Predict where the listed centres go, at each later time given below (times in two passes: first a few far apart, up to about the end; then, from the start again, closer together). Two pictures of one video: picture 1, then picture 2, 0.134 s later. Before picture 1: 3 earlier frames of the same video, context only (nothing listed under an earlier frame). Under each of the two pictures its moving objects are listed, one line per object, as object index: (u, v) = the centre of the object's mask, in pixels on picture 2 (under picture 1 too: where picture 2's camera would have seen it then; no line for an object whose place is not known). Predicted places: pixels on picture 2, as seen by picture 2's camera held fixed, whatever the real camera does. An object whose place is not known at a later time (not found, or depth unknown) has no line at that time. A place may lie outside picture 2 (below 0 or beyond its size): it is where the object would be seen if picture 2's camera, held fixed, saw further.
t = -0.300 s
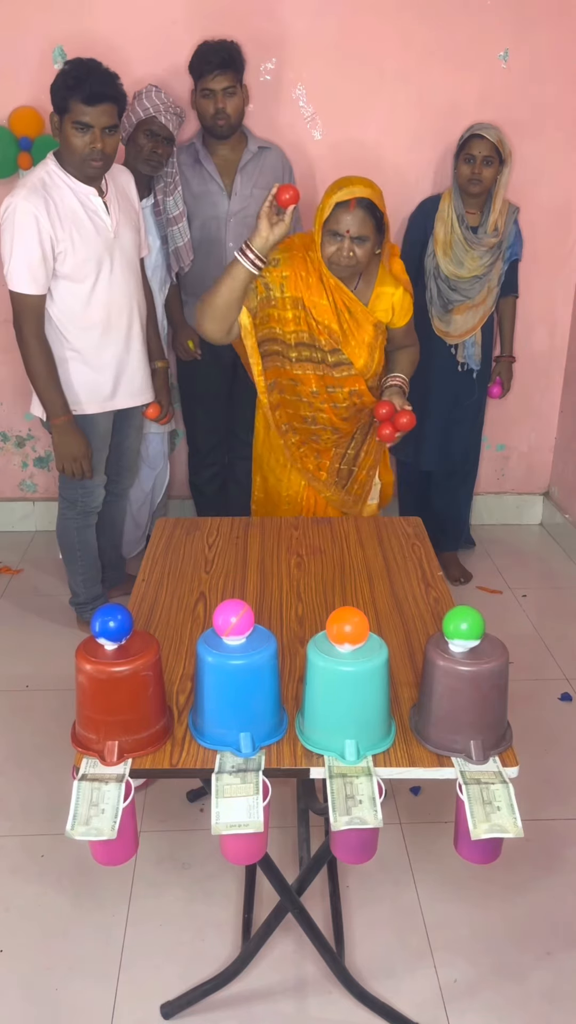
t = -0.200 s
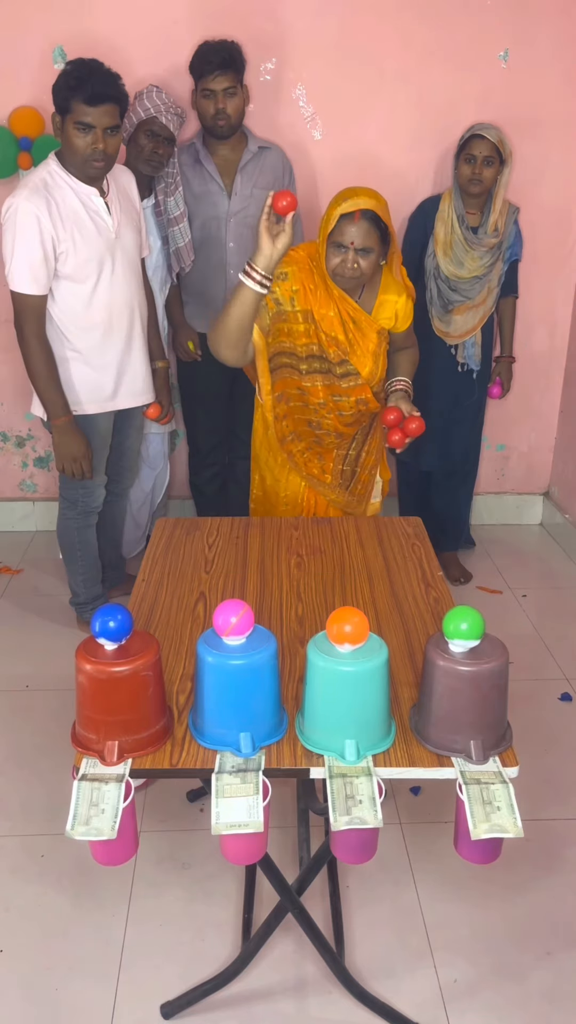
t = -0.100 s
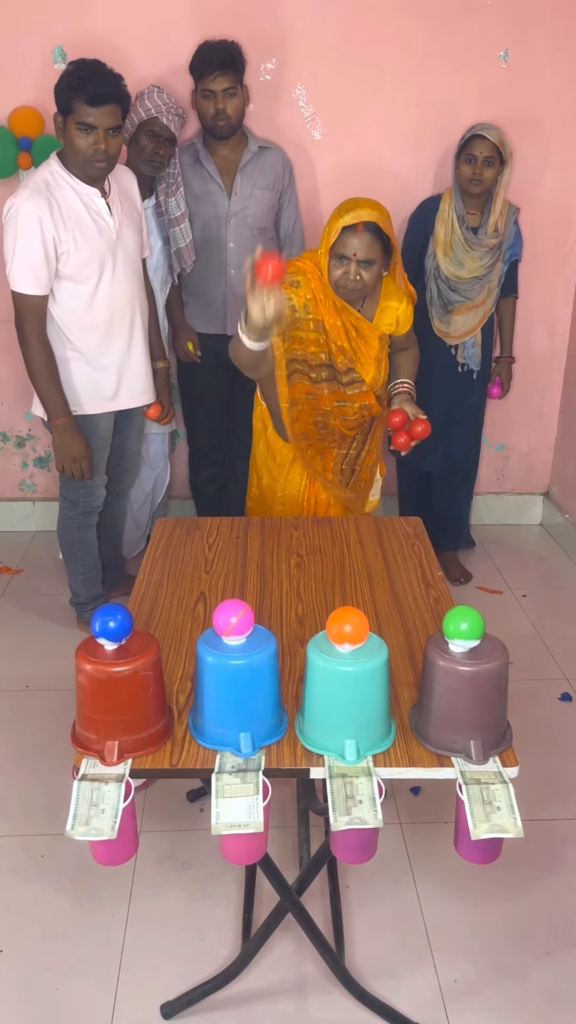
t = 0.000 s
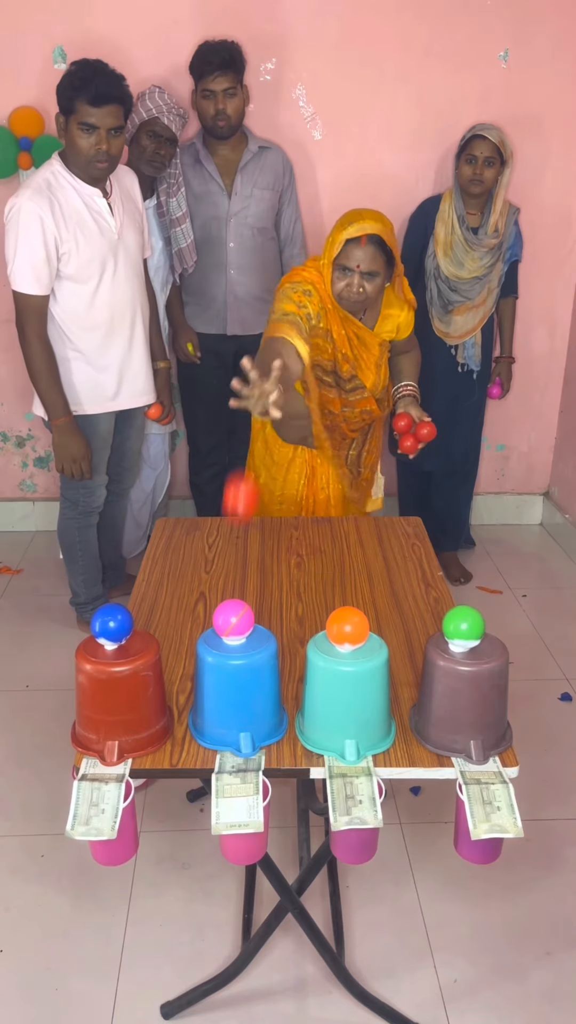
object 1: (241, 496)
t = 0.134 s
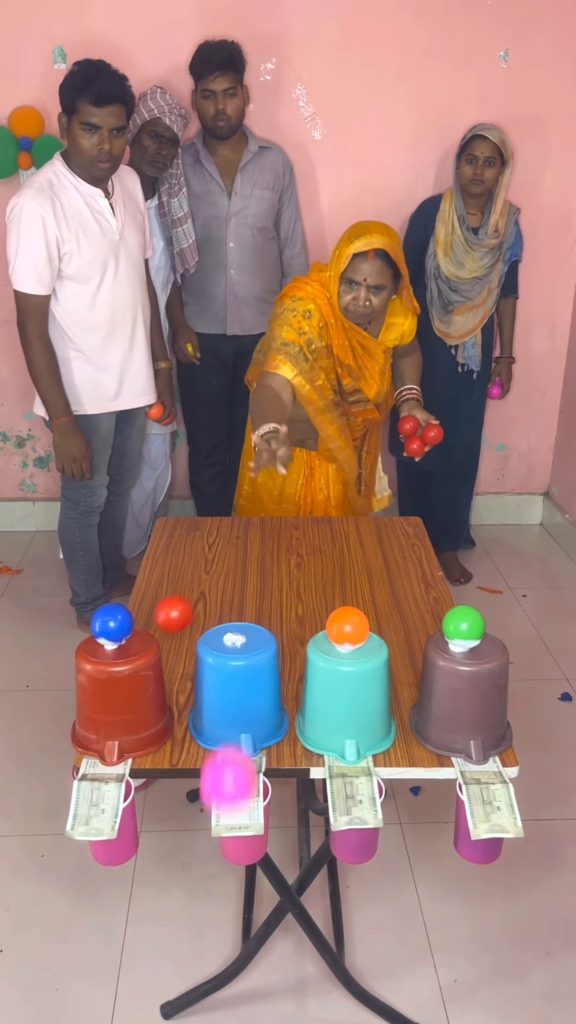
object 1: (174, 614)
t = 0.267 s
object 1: (121, 586)
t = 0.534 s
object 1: (57, 616)
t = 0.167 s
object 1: (160, 625)
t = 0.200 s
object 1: (149, 628)
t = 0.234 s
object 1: (135, 605)
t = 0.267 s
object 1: (121, 586)
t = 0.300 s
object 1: (110, 571)
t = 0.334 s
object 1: (100, 562)
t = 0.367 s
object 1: (92, 558)
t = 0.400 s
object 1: (82, 561)
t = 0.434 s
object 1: (76, 568)
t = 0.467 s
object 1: (68, 580)
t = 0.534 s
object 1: (57, 616)
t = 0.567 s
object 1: (54, 639)
